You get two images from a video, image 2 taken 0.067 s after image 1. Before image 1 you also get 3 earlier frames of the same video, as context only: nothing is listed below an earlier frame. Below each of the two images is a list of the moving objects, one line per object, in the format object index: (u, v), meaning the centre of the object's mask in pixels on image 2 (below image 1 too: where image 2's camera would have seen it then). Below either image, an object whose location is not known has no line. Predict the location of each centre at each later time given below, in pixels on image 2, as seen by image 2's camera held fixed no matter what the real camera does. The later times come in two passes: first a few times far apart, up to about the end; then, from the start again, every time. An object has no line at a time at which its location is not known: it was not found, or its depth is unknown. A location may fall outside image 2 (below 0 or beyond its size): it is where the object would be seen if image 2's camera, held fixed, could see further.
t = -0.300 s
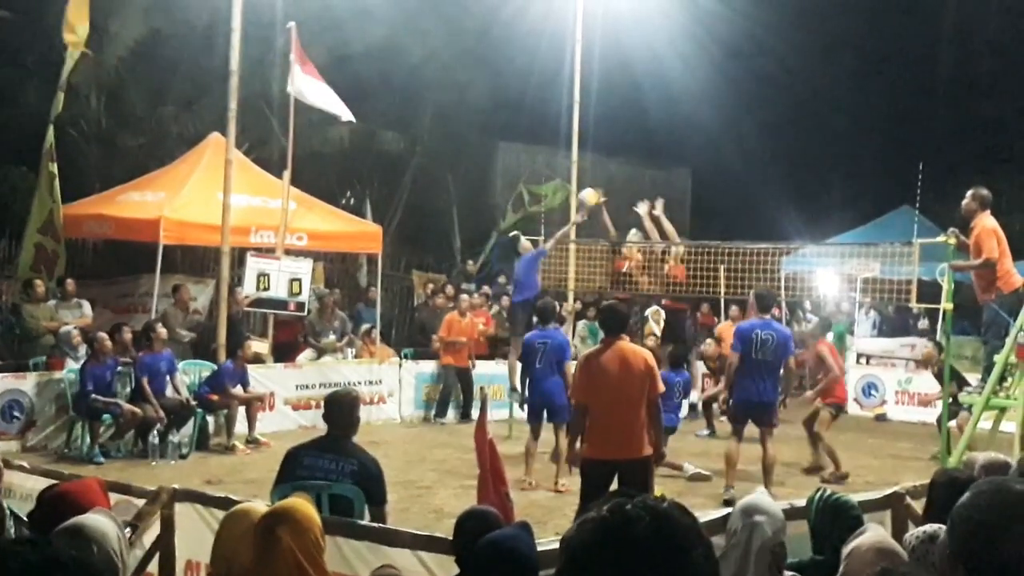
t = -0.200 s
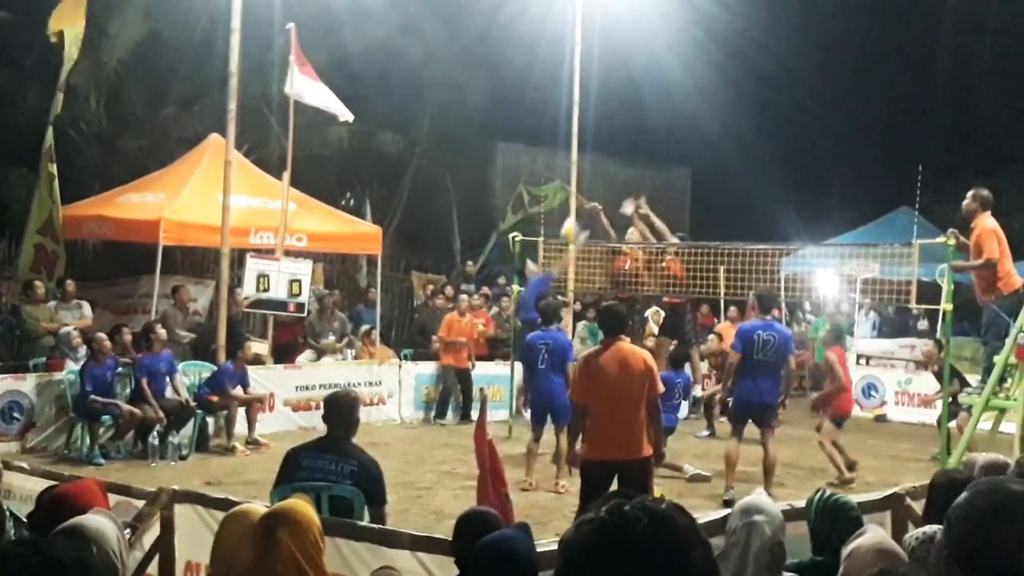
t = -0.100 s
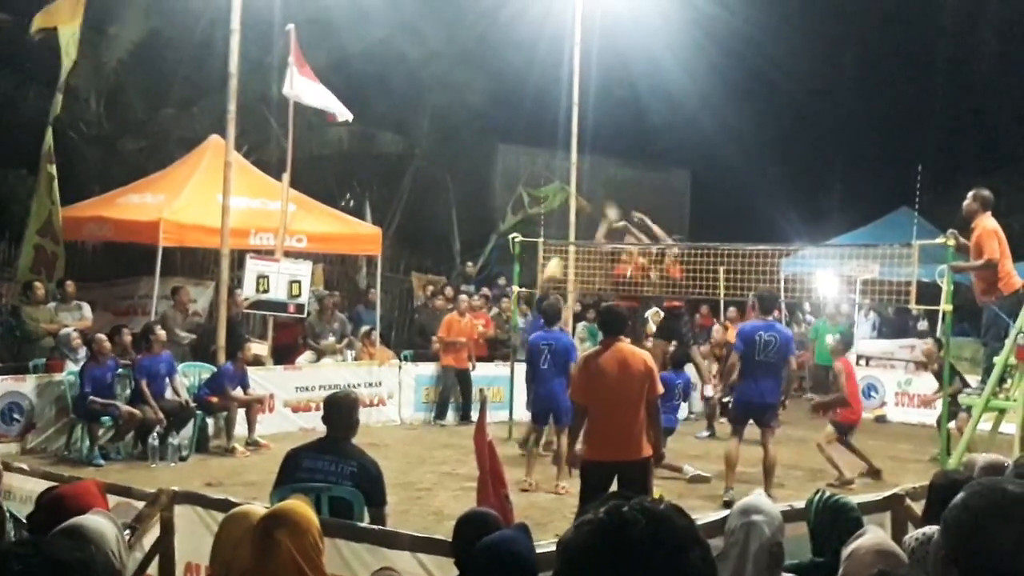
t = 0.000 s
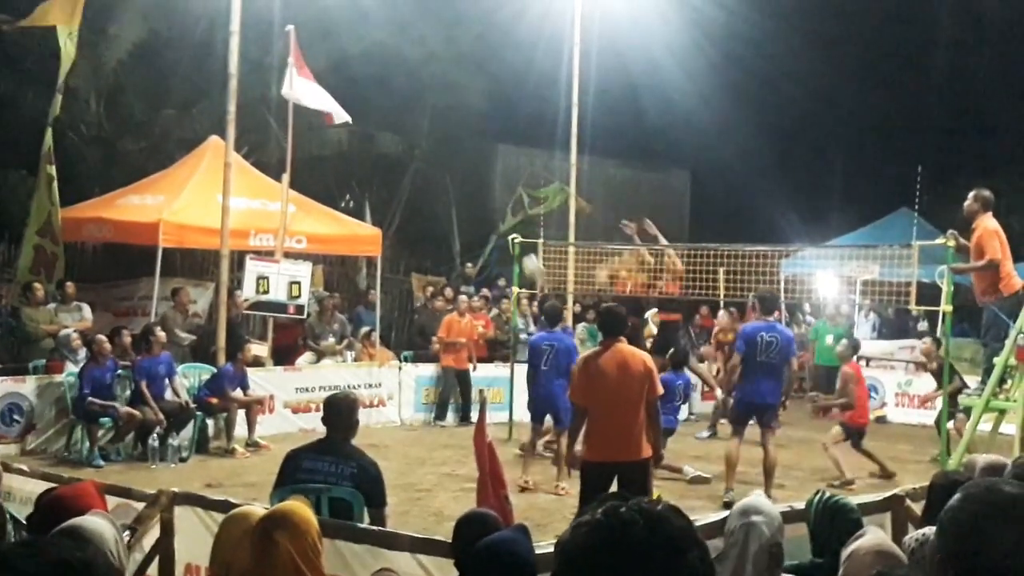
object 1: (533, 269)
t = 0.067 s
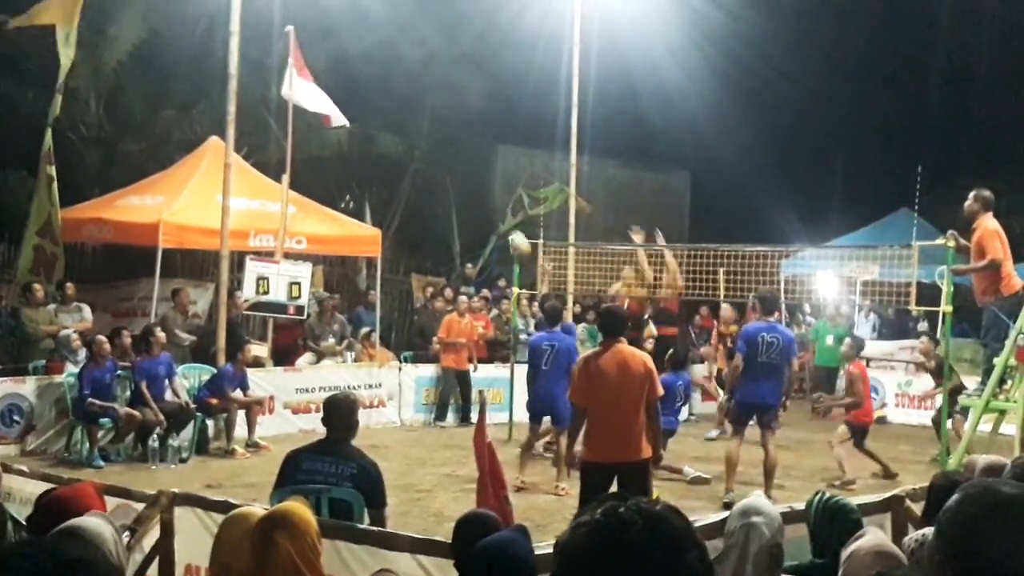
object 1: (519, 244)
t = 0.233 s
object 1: (485, 200)
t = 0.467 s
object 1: (440, 183)
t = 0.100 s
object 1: (511, 230)
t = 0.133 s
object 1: (504, 221)
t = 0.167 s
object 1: (497, 213)
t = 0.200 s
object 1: (491, 205)
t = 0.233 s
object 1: (485, 200)
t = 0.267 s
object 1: (478, 193)
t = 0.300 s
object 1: (471, 189)
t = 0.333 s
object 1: (465, 186)
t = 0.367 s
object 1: (459, 184)
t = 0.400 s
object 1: (452, 183)
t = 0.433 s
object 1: (446, 180)
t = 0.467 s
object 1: (440, 183)
